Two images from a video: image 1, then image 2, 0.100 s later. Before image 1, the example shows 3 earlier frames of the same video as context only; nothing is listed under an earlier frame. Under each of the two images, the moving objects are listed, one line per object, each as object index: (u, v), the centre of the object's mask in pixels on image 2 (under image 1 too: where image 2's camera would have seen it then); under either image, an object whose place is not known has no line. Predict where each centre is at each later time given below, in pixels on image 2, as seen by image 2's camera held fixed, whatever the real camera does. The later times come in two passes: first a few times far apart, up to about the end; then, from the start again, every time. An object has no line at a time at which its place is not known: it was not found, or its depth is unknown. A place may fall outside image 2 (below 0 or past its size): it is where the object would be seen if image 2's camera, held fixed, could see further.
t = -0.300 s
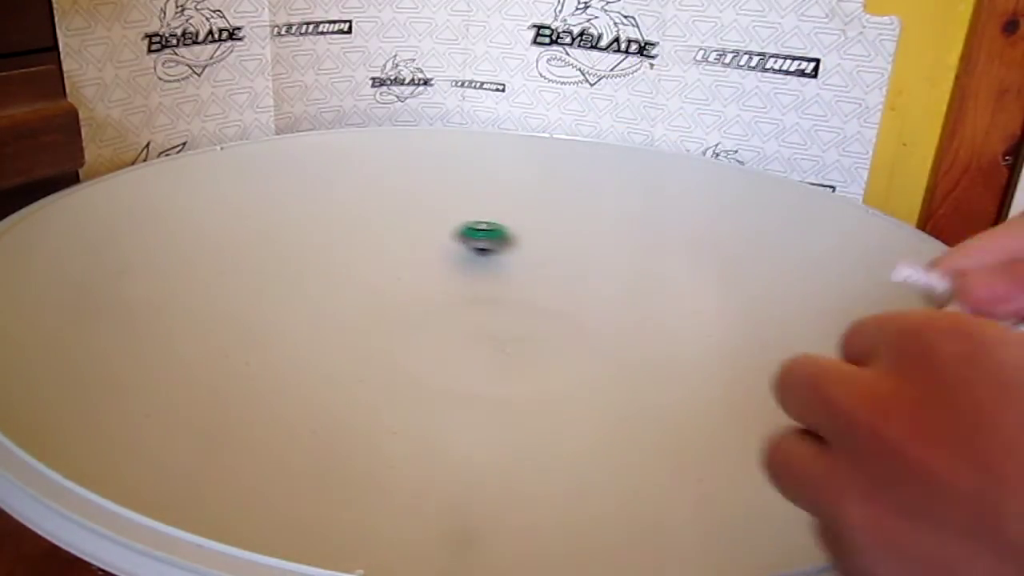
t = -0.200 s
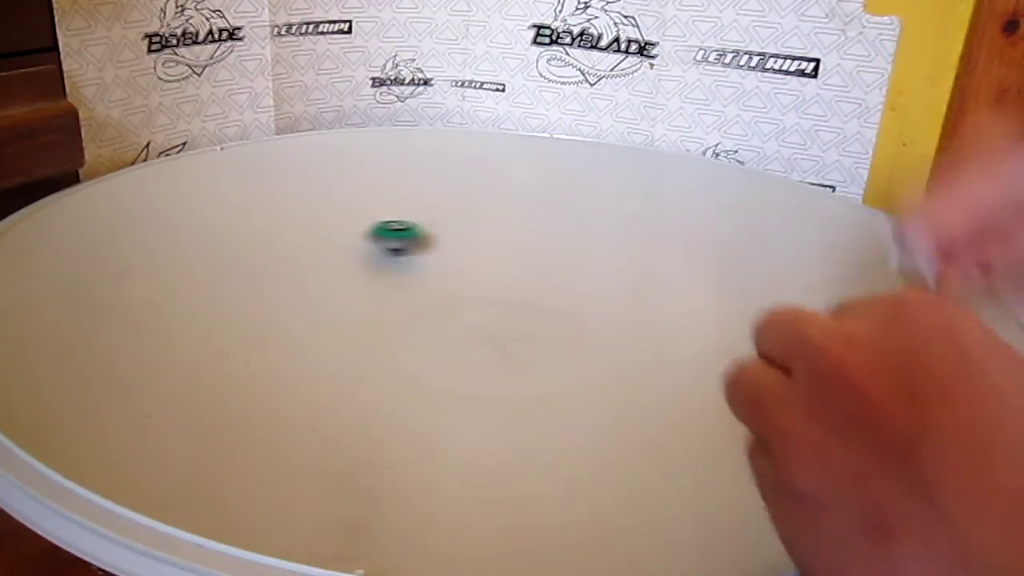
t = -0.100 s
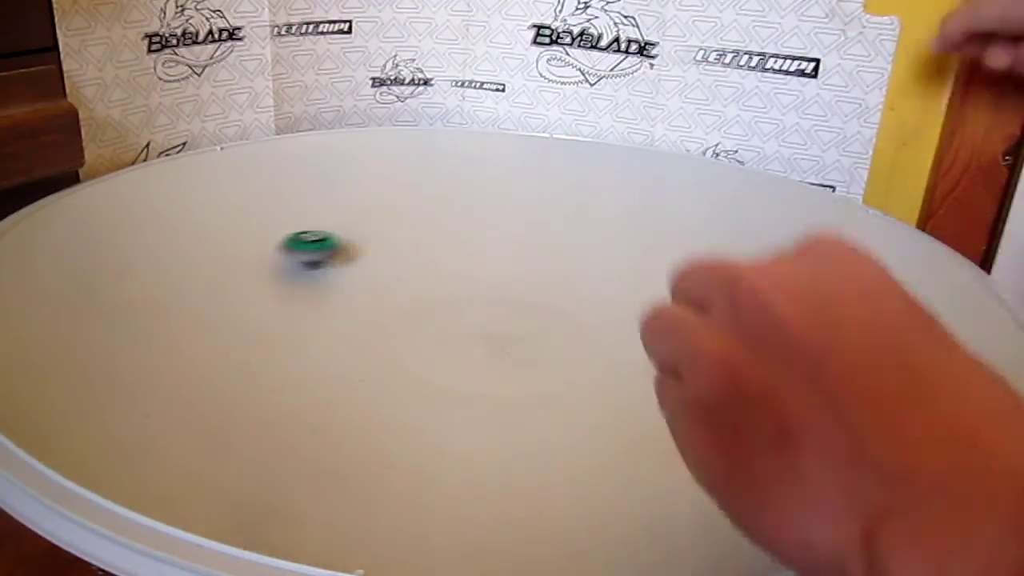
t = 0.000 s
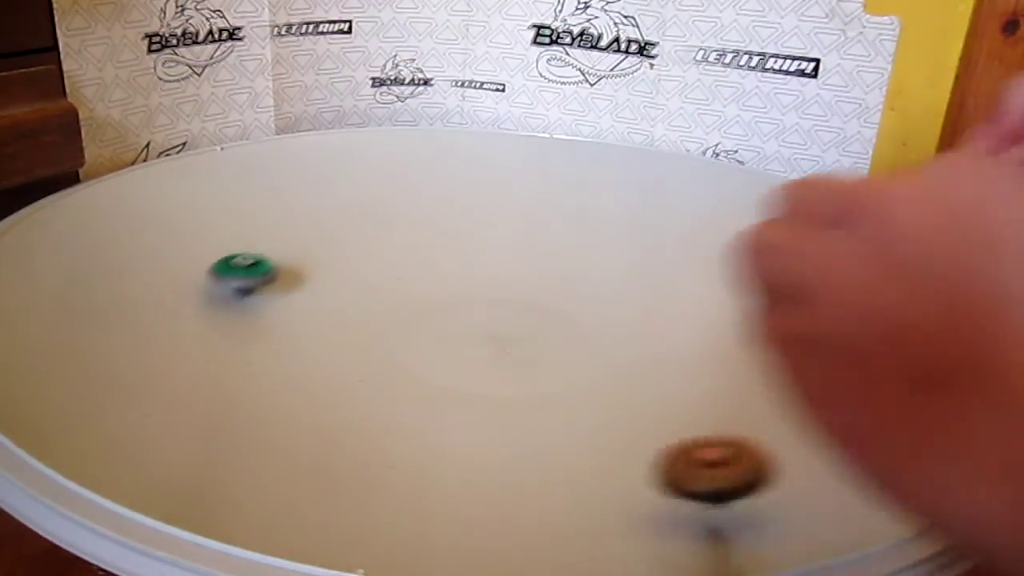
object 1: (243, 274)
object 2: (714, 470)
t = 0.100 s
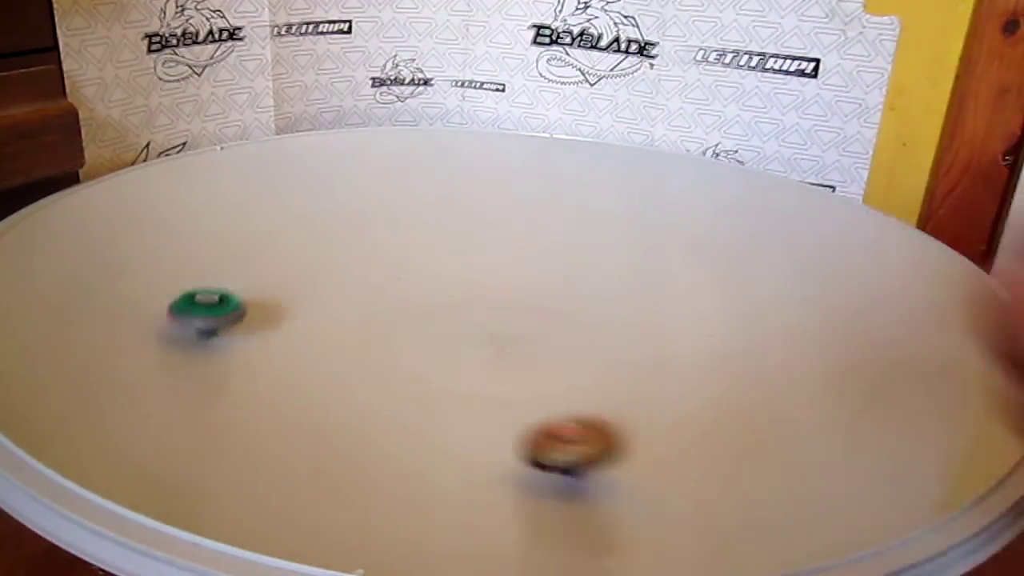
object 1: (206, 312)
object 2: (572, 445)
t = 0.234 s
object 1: (247, 380)
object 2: (473, 362)
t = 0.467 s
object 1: (560, 441)
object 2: (518, 237)
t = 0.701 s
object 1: (715, 344)
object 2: (674, 169)
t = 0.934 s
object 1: (614, 246)
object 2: (827, 204)
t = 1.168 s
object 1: (431, 207)
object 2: (799, 327)
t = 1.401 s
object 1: (255, 239)
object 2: (486, 355)
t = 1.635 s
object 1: (256, 348)
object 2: (301, 247)
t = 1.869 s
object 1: (540, 415)
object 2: (351, 138)
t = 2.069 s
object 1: (714, 351)
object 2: (501, 128)
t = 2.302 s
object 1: (678, 250)
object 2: (644, 210)
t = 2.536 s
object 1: (685, 386)
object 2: (551, 184)
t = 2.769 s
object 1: (609, 453)
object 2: (502, 236)
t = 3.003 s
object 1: (600, 425)
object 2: (379, 266)
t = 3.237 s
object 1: (664, 383)
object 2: (256, 241)
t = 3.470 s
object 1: (668, 349)
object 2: (244, 205)
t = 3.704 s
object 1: (569, 330)
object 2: (339, 232)
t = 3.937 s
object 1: (454, 349)
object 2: (411, 315)
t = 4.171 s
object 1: (514, 420)
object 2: (333, 341)
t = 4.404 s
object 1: (649, 403)
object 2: (259, 334)
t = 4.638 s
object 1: (614, 343)
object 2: (314, 320)
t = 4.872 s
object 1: (492, 313)
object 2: (449, 350)
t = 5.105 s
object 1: (375, 296)
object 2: (568, 407)
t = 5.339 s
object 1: (281, 320)
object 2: (529, 444)
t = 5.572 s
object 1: (331, 377)
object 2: (437, 409)
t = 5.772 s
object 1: (375, 371)
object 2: (576, 377)
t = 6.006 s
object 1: (422, 335)
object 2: (718, 360)
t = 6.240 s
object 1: (395, 276)
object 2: (793, 371)
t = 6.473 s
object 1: (330, 256)
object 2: (714, 387)
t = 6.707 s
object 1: (315, 278)
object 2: (604, 337)
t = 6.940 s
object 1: (403, 306)
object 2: (596, 261)
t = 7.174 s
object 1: (516, 281)
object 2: (650, 227)
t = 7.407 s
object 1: (543, 240)
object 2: (695, 246)
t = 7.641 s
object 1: (486, 226)
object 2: (612, 292)
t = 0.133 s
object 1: (205, 326)
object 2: (534, 427)
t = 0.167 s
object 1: (211, 345)
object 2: (506, 404)
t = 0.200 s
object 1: (225, 362)
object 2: (486, 383)
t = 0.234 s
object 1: (247, 380)
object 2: (473, 362)
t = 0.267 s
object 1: (276, 397)
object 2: (466, 339)
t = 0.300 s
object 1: (314, 413)
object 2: (464, 319)
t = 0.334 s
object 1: (357, 424)
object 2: (466, 301)
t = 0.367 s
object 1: (407, 437)
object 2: (475, 284)
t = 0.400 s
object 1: (461, 443)
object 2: (486, 268)
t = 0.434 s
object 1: (512, 444)
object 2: (500, 252)
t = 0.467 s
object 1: (560, 441)
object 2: (518, 237)
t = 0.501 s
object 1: (604, 433)
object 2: (537, 223)
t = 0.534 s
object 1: (641, 423)
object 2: (557, 211)
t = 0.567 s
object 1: (669, 410)
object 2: (578, 200)
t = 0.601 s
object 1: (691, 395)
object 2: (600, 190)
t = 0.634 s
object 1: (706, 378)
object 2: (623, 181)
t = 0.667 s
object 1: (714, 362)
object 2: (648, 174)
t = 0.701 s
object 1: (715, 344)
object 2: (674, 169)
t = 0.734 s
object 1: (711, 328)
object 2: (700, 164)
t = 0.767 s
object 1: (703, 312)
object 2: (726, 161)
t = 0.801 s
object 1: (691, 297)
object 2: (752, 160)
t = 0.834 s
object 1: (675, 283)
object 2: (778, 161)
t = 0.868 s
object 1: (656, 269)
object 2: (796, 170)
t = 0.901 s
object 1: (636, 257)
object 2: (814, 190)
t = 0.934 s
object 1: (614, 246)
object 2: (827, 204)
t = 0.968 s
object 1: (592, 238)
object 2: (840, 221)
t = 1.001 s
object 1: (567, 229)
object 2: (849, 237)
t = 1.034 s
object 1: (541, 222)
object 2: (854, 255)
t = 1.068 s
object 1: (514, 216)
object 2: (852, 273)
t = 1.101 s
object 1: (487, 211)
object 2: (842, 292)
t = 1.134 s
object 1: (459, 208)
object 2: (825, 310)
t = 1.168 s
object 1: (431, 207)
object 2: (799, 327)
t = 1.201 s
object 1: (403, 206)
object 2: (766, 343)
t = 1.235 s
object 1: (376, 208)
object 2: (728, 356)
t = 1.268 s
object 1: (348, 211)
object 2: (681, 365)
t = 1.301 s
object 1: (321, 215)
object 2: (632, 369)
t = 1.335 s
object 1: (297, 221)
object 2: (581, 369)
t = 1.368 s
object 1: (274, 230)
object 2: (532, 363)
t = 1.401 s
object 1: (255, 239)
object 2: (486, 355)
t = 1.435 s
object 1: (240, 250)
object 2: (444, 344)
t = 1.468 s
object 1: (229, 263)
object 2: (407, 333)
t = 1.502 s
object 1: (222, 278)
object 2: (373, 318)
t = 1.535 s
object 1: (221, 295)
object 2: (348, 302)
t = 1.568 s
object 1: (225, 313)
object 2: (326, 285)
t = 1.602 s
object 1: (237, 330)
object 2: (311, 266)
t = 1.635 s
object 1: (256, 348)
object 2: (301, 247)
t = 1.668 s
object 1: (283, 366)
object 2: (297, 228)
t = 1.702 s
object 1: (316, 381)
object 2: (295, 211)
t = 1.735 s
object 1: (355, 395)
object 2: (299, 194)
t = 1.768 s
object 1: (398, 404)
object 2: (306, 178)
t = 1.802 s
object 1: (445, 413)
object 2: (318, 163)
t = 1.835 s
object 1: (494, 417)
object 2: (333, 150)
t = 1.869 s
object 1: (540, 415)
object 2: (351, 138)
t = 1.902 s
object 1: (582, 411)
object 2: (372, 129)
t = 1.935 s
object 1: (620, 403)
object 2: (395, 122)
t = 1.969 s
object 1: (651, 393)
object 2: (419, 117)
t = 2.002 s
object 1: (678, 381)
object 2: (447, 117)
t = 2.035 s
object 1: (699, 366)
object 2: (474, 123)
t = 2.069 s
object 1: (714, 351)
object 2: (501, 128)
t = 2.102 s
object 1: (723, 335)
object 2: (528, 134)
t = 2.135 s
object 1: (726, 320)
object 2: (554, 142)
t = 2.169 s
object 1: (723, 305)
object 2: (577, 152)
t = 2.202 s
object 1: (717, 290)
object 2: (598, 163)
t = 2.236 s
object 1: (707, 276)
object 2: (617, 178)
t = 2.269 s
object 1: (694, 263)
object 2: (631, 193)
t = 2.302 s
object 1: (678, 250)
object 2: (644, 210)
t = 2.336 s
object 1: (676, 257)
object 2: (638, 208)
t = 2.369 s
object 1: (684, 280)
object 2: (622, 197)
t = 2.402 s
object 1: (689, 304)
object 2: (605, 188)
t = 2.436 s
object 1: (693, 328)
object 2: (589, 182)
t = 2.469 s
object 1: (693, 349)
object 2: (575, 181)
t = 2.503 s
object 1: (690, 368)
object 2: (562, 181)
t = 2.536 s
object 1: (685, 386)
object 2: (551, 184)
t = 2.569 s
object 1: (677, 400)
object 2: (542, 189)
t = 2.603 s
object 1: (666, 417)
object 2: (536, 196)
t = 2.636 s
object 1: (654, 429)
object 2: (531, 204)
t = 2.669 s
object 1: (641, 440)
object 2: (526, 212)
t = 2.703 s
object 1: (629, 446)
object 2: (521, 220)
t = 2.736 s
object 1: (618, 451)
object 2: (513, 228)
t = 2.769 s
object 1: (609, 453)
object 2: (502, 236)
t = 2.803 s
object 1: (601, 453)
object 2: (489, 243)
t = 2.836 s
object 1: (596, 450)
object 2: (473, 249)
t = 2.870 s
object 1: (592, 447)
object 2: (456, 255)
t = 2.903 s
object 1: (591, 442)
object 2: (439, 260)
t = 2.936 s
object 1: (592, 438)
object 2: (420, 263)
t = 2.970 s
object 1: (595, 431)
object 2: (400, 265)
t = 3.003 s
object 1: (600, 425)
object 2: (379, 266)
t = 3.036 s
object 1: (607, 417)
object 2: (359, 266)
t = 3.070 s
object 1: (614, 411)
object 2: (339, 264)
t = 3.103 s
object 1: (622, 404)
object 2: (320, 261)
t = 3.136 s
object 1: (631, 398)
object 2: (301, 257)
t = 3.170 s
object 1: (643, 393)
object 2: (284, 252)
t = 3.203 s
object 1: (654, 388)
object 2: (269, 247)
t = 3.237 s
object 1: (664, 383)
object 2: (256, 241)
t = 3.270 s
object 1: (673, 379)
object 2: (247, 235)
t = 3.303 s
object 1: (678, 375)
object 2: (240, 229)
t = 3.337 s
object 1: (681, 370)
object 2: (236, 224)
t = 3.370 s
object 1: (682, 364)
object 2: (235, 218)
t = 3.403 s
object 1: (680, 359)
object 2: (235, 213)
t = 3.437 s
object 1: (675, 354)
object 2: (238, 209)
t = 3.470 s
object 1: (668, 349)
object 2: (244, 205)
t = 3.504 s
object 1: (658, 345)
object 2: (254, 203)
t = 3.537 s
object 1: (646, 341)
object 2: (265, 203)
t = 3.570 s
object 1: (632, 337)
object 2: (278, 205)
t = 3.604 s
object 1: (617, 334)
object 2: (293, 210)
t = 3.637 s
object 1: (601, 331)
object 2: (308, 215)
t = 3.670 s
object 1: (584, 330)
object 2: (324, 223)
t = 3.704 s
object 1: (569, 330)
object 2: (339, 232)
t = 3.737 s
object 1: (552, 332)
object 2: (353, 242)
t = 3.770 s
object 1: (536, 334)
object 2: (367, 253)
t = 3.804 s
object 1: (519, 336)
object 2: (380, 266)
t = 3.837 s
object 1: (503, 339)
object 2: (392, 278)
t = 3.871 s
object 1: (487, 342)
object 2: (402, 291)
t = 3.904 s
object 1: (470, 345)
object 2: (409, 304)
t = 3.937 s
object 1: (454, 349)
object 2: (411, 315)
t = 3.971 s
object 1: (451, 364)
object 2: (399, 319)
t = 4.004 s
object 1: (451, 379)
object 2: (386, 321)
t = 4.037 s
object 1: (455, 391)
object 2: (375, 324)
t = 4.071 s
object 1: (463, 401)
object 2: (364, 328)
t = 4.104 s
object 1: (476, 409)
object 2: (354, 333)
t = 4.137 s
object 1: (493, 415)
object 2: (343, 337)
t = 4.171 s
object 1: (514, 420)
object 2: (333, 341)
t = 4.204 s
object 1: (538, 424)
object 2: (320, 343)
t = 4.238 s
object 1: (563, 424)
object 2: (308, 344)
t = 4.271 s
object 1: (586, 424)
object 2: (296, 344)
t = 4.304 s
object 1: (606, 421)
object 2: (284, 343)
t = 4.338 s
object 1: (624, 417)
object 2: (274, 341)
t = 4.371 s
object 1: (639, 411)
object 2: (265, 338)
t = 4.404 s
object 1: (649, 403)
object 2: (259, 334)
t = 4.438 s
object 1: (655, 395)
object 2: (256, 330)
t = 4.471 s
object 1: (657, 386)
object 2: (258, 327)
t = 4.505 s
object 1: (655, 377)
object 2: (263, 324)
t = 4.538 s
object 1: (649, 368)
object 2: (271, 321)
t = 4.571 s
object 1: (639, 359)
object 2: (283, 320)
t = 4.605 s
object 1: (628, 351)
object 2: (297, 320)
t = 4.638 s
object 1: (614, 343)
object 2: (314, 320)
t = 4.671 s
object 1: (598, 337)
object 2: (331, 322)
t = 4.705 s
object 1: (582, 330)
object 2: (350, 325)
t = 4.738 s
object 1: (564, 326)
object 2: (369, 328)
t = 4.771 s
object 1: (546, 322)
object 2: (389, 333)
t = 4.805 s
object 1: (528, 319)
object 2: (408, 338)
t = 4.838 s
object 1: (510, 316)
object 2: (427, 342)
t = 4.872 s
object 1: (492, 313)
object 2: (449, 350)
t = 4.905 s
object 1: (475, 310)
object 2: (470, 359)
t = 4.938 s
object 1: (459, 308)
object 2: (494, 369)
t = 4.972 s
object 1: (442, 306)
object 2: (516, 377)
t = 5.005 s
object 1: (425, 304)
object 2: (534, 385)
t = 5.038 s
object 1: (408, 301)
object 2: (549, 392)
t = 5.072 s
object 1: (392, 298)
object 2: (560, 400)
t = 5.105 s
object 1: (375, 296)
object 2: (568, 407)
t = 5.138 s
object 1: (359, 296)
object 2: (573, 415)
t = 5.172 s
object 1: (343, 297)
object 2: (574, 422)
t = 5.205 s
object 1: (328, 300)
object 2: (572, 428)
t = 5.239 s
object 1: (313, 304)
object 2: (567, 434)
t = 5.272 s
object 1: (300, 308)
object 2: (558, 439)
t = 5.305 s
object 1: (289, 314)
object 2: (545, 442)
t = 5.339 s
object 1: (281, 320)
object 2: (529, 444)
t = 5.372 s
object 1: (276, 328)
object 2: (511, 444)
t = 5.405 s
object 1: (275, 336)
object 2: (493, 442)
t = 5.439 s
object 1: (278, 344)
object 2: (476, 438)
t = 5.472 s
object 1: (285, 353)
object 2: (461, 433)
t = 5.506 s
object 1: (297, 361)
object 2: (449, 426)
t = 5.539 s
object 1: (311, 370)
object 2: (440, 418)
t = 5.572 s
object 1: (331, 377)
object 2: (437, 409)
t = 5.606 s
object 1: (351, 383)
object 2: (439, 401)
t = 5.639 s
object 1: (347, 379)
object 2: (474, 396)
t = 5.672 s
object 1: (348, 376)
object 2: (504, 391)
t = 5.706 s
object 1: (354, 374)
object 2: (529, 386)
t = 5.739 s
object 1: (364, 372)
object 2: (553, 381)
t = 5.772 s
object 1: (375, 371)
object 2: (576, 377)
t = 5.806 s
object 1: (385, 369)
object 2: (597, 373)
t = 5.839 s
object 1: (395, 365)
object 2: (620, 370)
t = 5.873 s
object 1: (404, 361)
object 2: (642, 367)
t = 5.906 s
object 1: (412, 356)
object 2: (663, 364)
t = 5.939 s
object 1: (419, 350)
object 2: (683, 362)
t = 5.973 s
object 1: (423, 343)
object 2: (701, 360)
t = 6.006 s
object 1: (422, 335)
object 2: (718, 360)
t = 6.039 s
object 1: (420, 325)
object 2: (733, 359)
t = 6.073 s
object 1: (416, 317)
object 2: (747, 359)
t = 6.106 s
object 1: (413, 307)
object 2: (760, 360)
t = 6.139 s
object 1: (410, 299)
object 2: (772, 362)
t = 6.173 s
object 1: (407, 290)
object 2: (781, 364)
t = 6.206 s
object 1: (402, 283)
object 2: (789, 367)
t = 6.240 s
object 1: (395, 276)
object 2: (793, 371)
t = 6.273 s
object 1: (386, 271)
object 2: (794, 375)
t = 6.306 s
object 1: (377, 266)
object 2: (790, 379)
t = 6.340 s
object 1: (367, 263)
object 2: (781, 383)
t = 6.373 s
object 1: (357, 260)
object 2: (768, 386)
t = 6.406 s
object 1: (347, 257)
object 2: (752, 388)
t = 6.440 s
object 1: (338, 256)
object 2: (733, 388)
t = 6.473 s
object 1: (330, 256)
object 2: (714, 387)
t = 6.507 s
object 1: (323, 257)
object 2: (693, 383)
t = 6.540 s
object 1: (317, 259)
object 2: (674, 378)
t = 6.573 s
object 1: (313, 261)
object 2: (656, 373)
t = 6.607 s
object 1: (311, 264)
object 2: (641, 364)
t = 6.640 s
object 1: (311, 269)
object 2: (627, 356)
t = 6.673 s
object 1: (312, 273)
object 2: (615, 346)
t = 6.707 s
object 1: (315, 278)
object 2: (604, 337)
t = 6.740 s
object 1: (322, 283)
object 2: (597, 325)
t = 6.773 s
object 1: (329, 288)
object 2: (592, 314)
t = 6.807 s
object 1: (341, 293)
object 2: (590, 302)
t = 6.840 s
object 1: (354, 298)
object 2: (588, 290)
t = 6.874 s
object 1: (369, 302)
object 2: (589, 280)
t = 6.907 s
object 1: (385, 305)
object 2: (592, 270)
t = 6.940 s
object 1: (403, 306)
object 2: (596, 261)
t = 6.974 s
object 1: (420, 304)
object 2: (601, 254)
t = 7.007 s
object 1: (437, 302)
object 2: (608, 247)
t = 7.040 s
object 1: (453, 298)
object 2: (615, 241)
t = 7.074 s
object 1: (470, 294)
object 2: (624, 236)
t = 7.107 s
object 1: (486, 290)
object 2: (632, 232)
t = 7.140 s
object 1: (501, 285)
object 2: (642, 229)
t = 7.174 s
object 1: (516, 281)
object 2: (650, 227)
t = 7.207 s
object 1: (529, 276)
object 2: (659, 226)
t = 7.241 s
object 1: (539, 270)
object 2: (668, 226)
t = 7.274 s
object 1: (544, 264)
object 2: (677, 227)
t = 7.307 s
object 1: (547, 258)
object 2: (685, 230)
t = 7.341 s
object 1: (548, 252)
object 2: (691, 234)
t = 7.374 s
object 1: (546, 246)
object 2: (695, 240)
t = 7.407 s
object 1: (543, 240)
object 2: (695, 246)
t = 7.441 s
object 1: (538, 236)
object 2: (693, 254)
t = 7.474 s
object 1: (530, 231)
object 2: (687, 261)
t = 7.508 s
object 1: (522, 228)
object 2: (678, 268)
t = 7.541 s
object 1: (512, 225)
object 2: (665, 275)
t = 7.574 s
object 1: (502, 224)
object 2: (650, 282)
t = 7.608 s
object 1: (493, 224)
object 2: (632, 287)
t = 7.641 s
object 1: (486, 226)
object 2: (612, 292)
